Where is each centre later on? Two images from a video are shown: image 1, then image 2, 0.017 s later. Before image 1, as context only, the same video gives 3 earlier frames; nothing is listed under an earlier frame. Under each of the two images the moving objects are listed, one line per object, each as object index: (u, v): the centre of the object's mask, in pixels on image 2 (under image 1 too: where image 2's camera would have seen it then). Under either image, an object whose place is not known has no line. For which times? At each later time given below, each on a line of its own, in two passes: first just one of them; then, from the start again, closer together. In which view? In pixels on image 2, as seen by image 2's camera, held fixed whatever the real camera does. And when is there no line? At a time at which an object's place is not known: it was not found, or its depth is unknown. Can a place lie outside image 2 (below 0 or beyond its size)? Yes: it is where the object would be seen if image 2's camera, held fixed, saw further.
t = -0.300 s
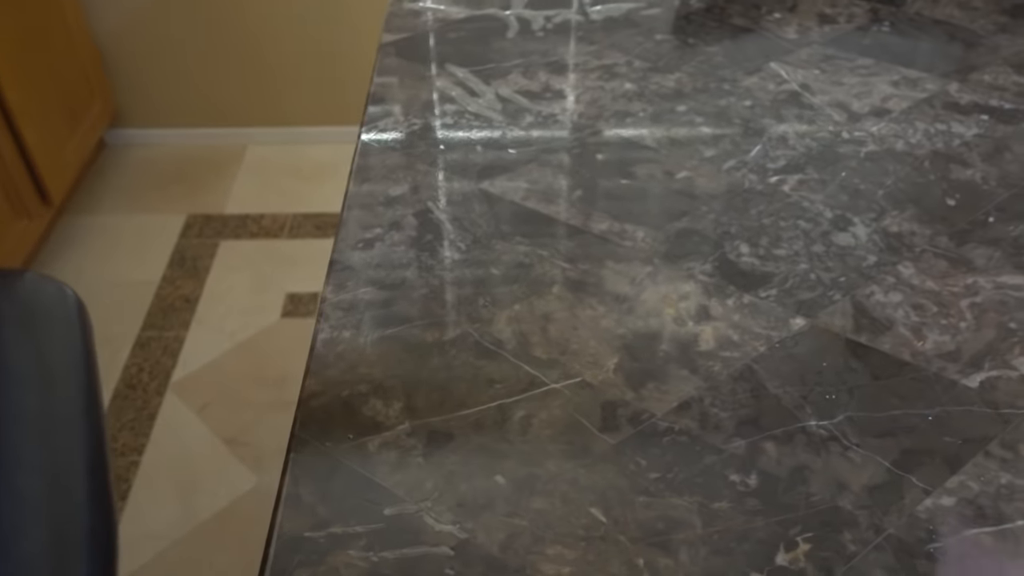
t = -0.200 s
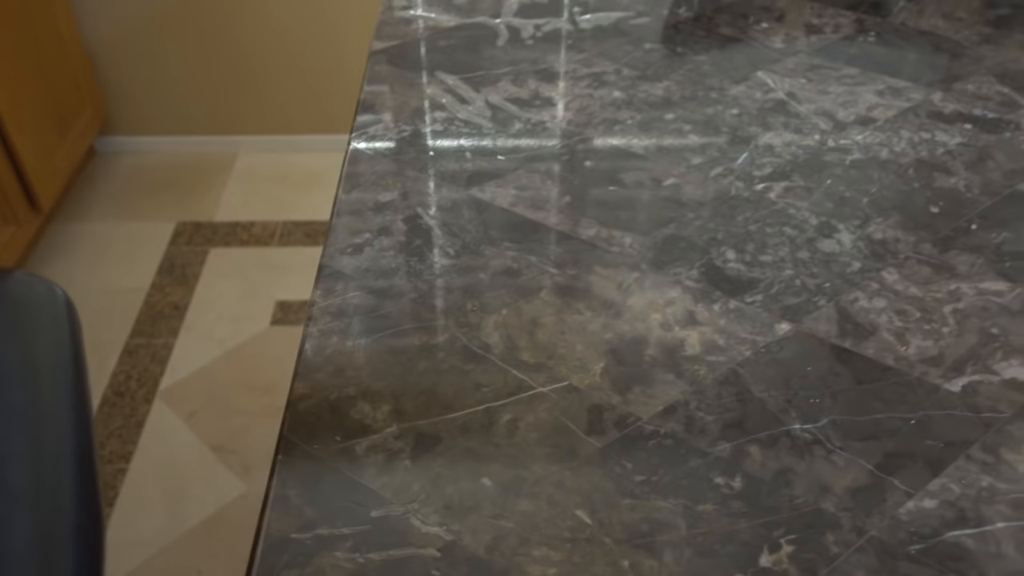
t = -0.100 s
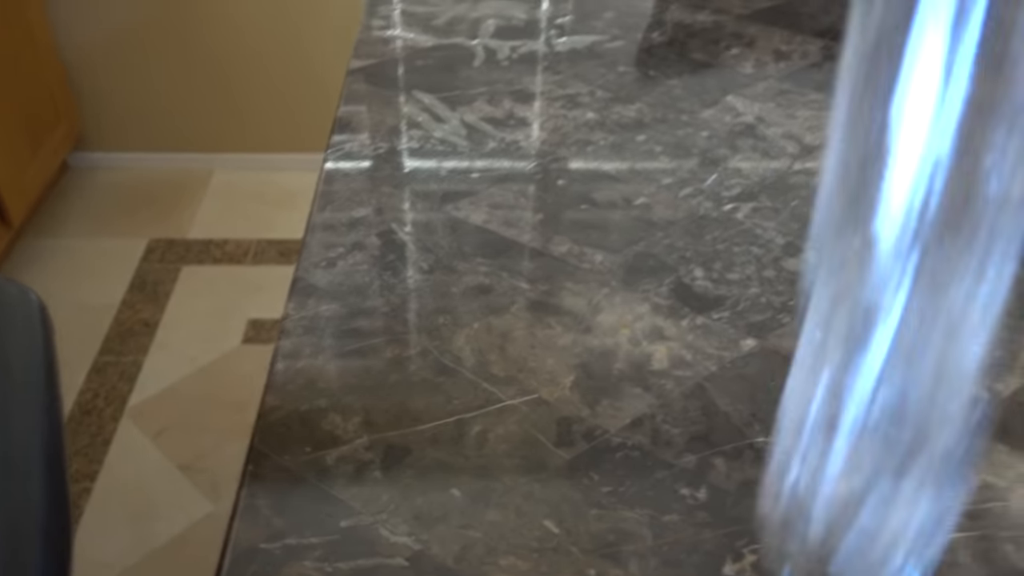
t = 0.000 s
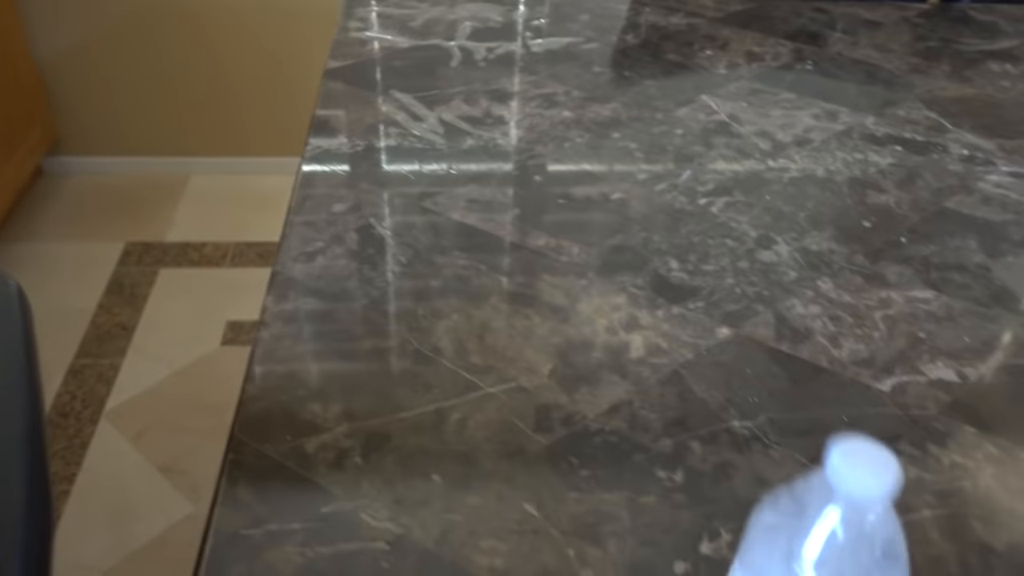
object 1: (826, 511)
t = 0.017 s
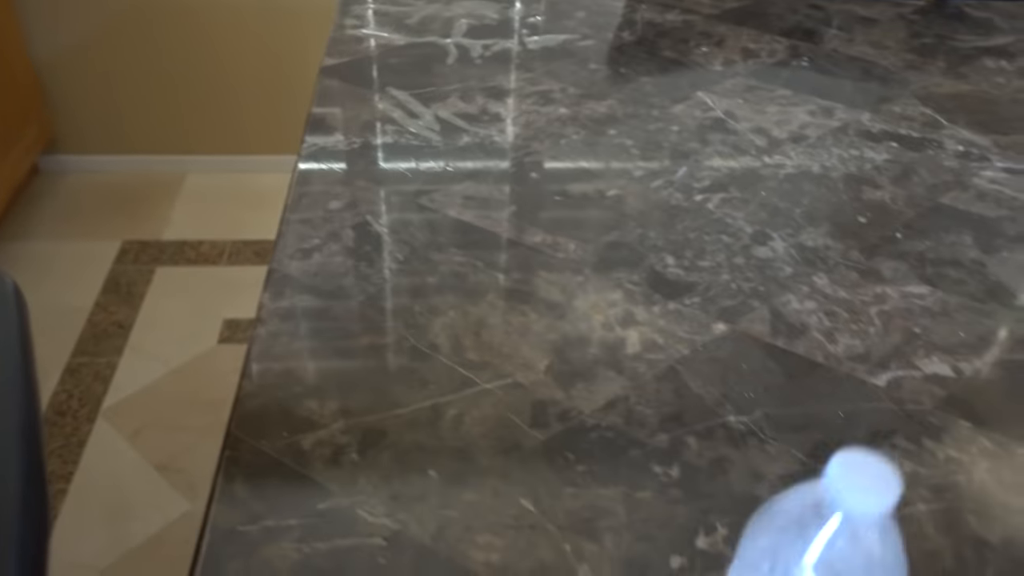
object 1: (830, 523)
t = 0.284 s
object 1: (807, 551)
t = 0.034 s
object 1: (827, 533)
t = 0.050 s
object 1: (824, 545)
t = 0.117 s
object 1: (819, 583)
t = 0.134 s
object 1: (821, 585)
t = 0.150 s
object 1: (822, 590)
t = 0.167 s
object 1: (825, 593)
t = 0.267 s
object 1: (811, 560)
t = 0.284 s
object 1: (807, 551)
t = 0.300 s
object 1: (801, 541)
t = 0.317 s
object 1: (796, 533)
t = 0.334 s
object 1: (794, 526)
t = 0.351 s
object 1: (792, 519)
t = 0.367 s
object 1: (789, 514)
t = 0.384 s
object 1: (787, 510)
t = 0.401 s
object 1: (785, 509)
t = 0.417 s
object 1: (784, 506)
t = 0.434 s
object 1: (782, 504)
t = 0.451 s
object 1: (780, 502)
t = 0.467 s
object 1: (779, 500)
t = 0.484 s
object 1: (778, 498)
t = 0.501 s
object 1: (777, 499)
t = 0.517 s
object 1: (776, 499)
